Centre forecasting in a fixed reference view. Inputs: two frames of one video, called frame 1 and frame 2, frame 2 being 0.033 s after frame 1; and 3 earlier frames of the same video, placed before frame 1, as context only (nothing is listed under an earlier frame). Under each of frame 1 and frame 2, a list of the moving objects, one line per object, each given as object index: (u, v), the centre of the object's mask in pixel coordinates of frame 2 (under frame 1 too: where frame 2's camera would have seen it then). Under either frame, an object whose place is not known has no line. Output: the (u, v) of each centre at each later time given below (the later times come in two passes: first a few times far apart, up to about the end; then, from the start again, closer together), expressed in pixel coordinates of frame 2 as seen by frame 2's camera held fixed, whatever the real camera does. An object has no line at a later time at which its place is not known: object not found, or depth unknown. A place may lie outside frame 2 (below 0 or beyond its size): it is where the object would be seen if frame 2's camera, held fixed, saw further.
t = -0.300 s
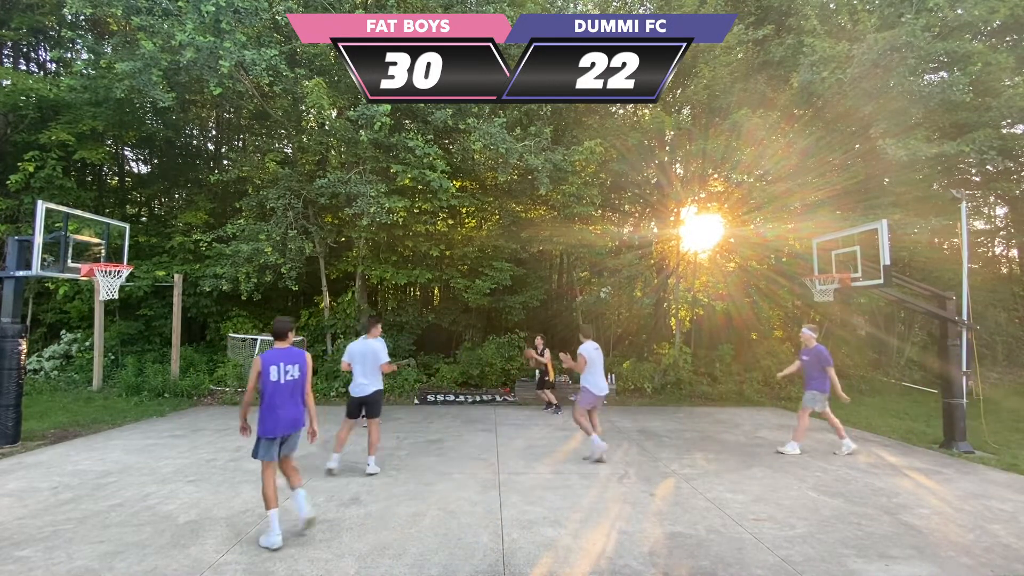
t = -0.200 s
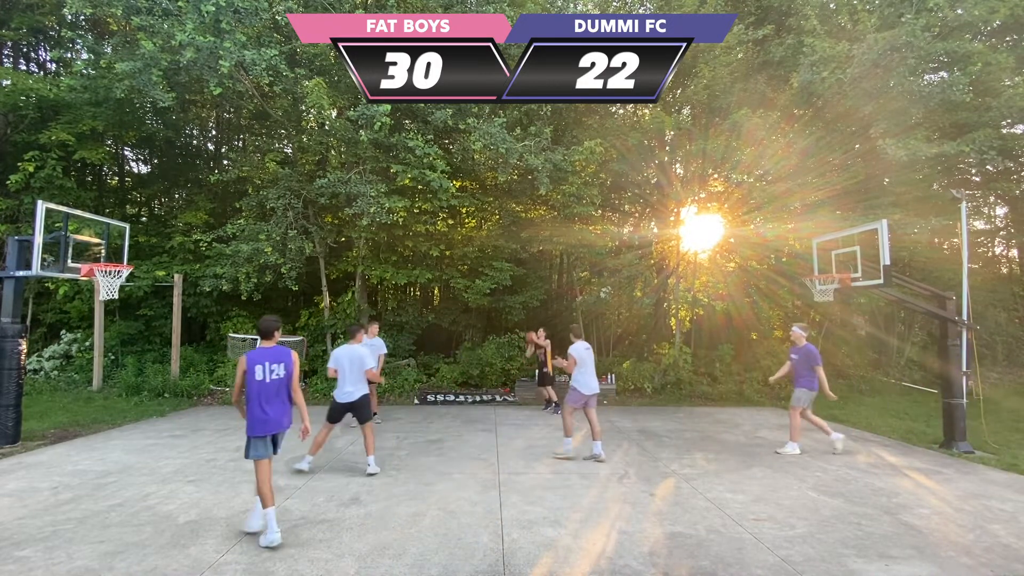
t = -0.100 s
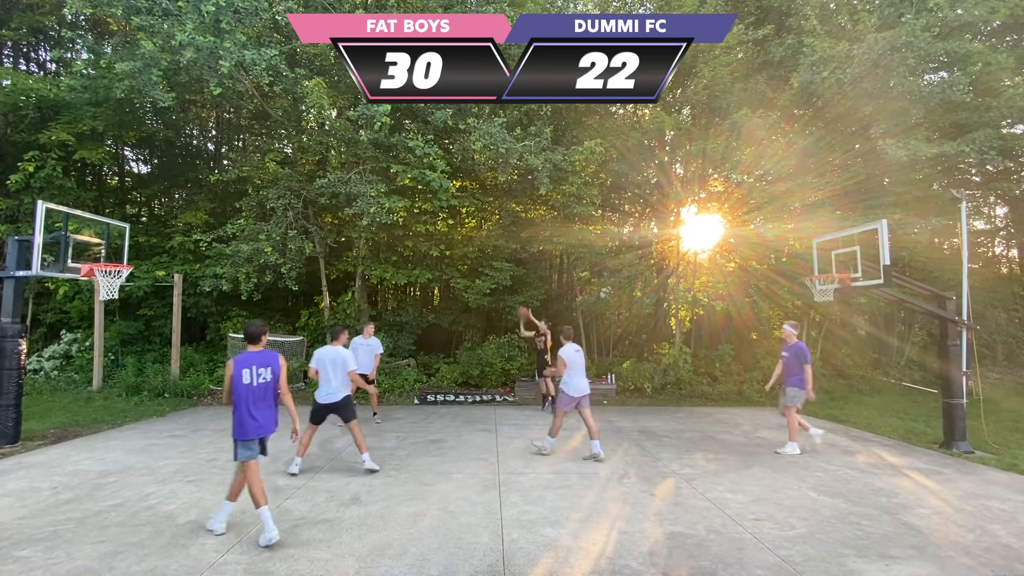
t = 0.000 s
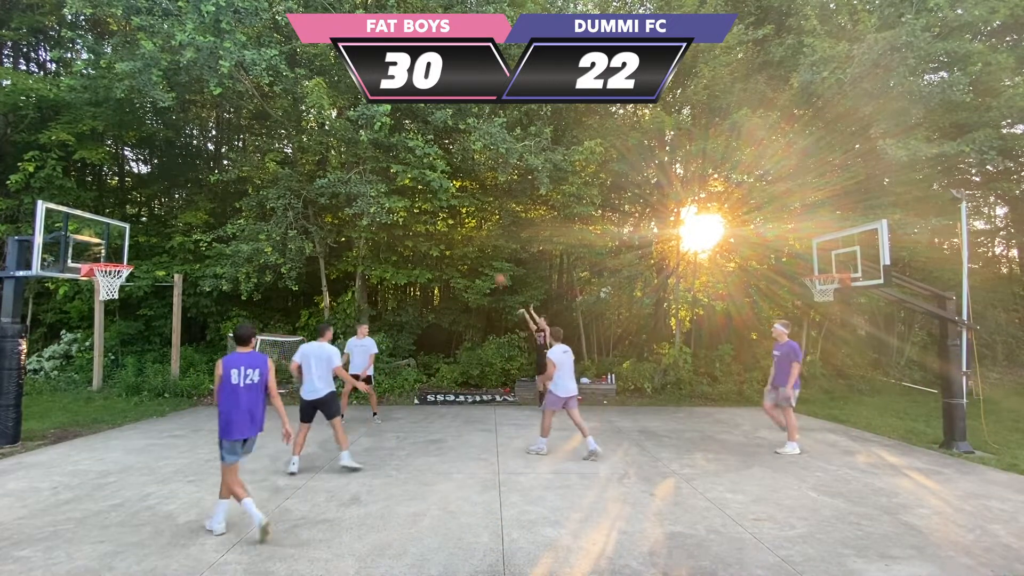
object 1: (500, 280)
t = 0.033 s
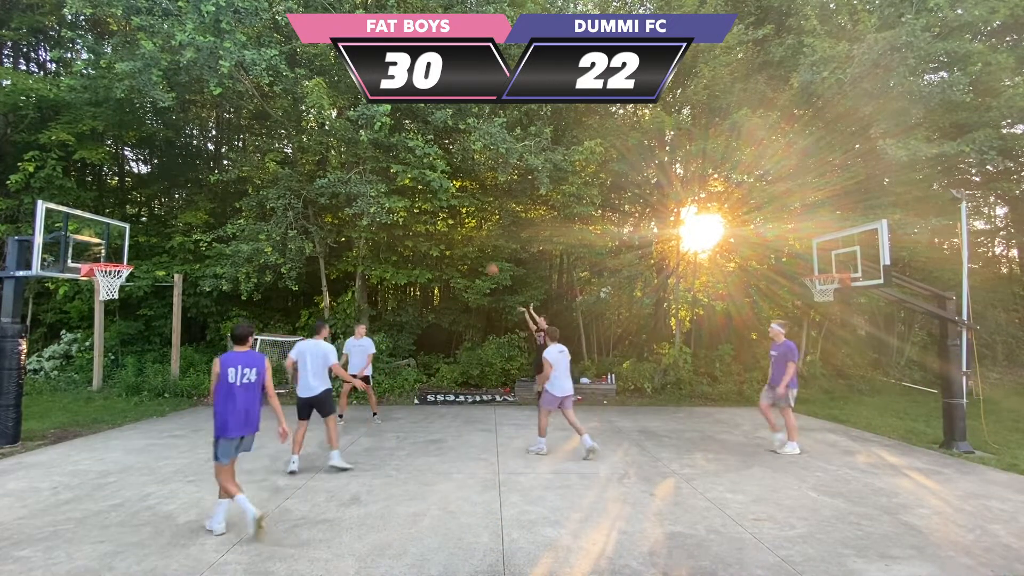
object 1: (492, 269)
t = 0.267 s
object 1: (433, 212)
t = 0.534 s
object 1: (360, 174)
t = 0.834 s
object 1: (266, 175)
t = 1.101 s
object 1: (167, 222)
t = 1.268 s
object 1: (97, 275)
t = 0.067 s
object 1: (484, 260)
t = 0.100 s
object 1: (476, 251)
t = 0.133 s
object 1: (467, 242)
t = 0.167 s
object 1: (459, 234)
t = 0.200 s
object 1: (450, 226)
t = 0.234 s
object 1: (442, 219)
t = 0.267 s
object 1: (433, 212)
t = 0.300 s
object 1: (425, 206)
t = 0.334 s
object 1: (416, 199)
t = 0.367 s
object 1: (407, 194)
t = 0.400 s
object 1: (398, 189)
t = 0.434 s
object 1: (389, 184)
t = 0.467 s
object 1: (380, 181)
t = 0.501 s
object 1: (369, 177)
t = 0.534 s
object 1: (360, 174)
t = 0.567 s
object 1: (350, 171)
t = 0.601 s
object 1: (341, 170)
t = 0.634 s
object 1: (331, 168)
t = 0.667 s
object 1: (321, 167)
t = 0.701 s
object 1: (310, 167)
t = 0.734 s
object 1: (298, 168)
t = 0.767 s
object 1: (288, 169)
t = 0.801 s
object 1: (277, 171)
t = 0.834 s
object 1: (266, 175)
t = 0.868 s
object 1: (254, 178)
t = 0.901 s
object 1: (242, 181)
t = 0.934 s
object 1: (231, 186)
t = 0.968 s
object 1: (218, 191)
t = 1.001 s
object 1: (206, 198)
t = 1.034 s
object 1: (193, 205)
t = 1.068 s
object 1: (180, 213)
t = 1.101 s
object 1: (167, 222)
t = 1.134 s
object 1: (153, 231)
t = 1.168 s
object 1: (140, 242)
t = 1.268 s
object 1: (97, 275)
